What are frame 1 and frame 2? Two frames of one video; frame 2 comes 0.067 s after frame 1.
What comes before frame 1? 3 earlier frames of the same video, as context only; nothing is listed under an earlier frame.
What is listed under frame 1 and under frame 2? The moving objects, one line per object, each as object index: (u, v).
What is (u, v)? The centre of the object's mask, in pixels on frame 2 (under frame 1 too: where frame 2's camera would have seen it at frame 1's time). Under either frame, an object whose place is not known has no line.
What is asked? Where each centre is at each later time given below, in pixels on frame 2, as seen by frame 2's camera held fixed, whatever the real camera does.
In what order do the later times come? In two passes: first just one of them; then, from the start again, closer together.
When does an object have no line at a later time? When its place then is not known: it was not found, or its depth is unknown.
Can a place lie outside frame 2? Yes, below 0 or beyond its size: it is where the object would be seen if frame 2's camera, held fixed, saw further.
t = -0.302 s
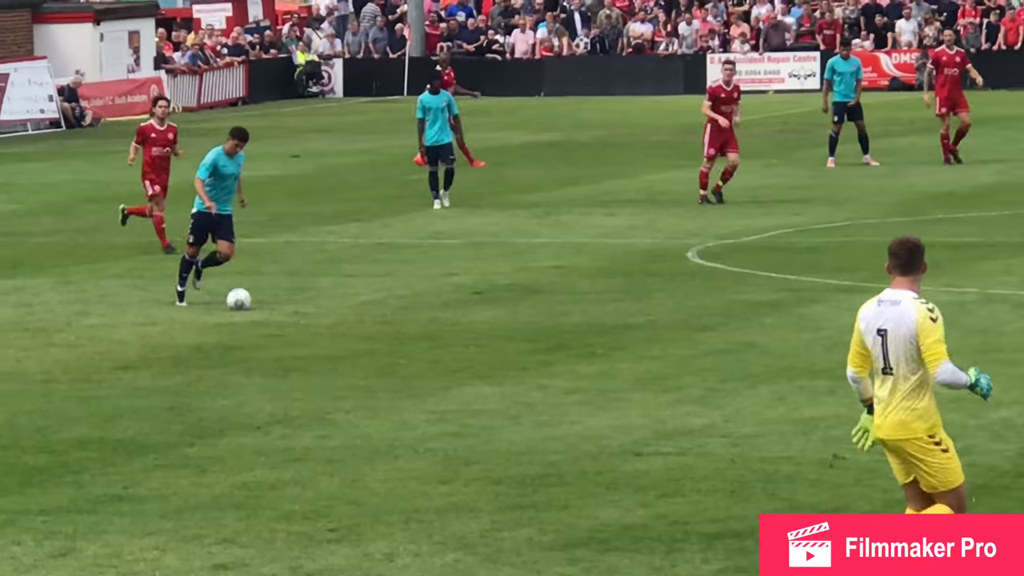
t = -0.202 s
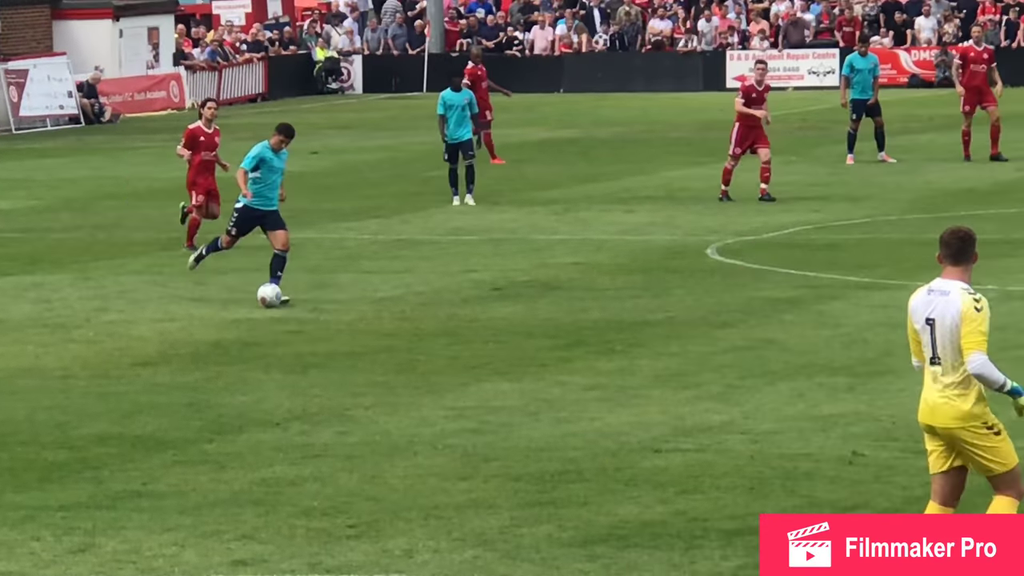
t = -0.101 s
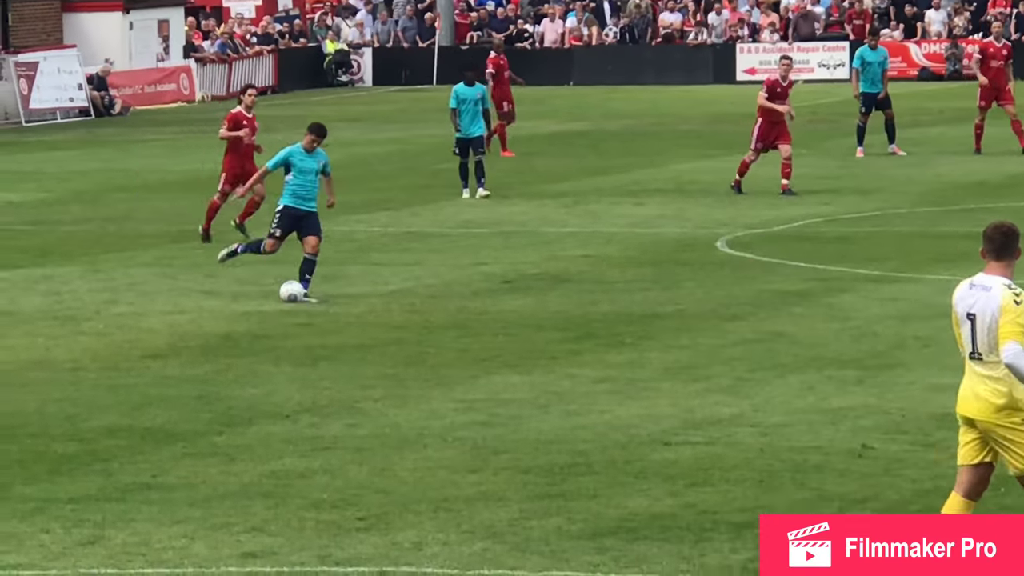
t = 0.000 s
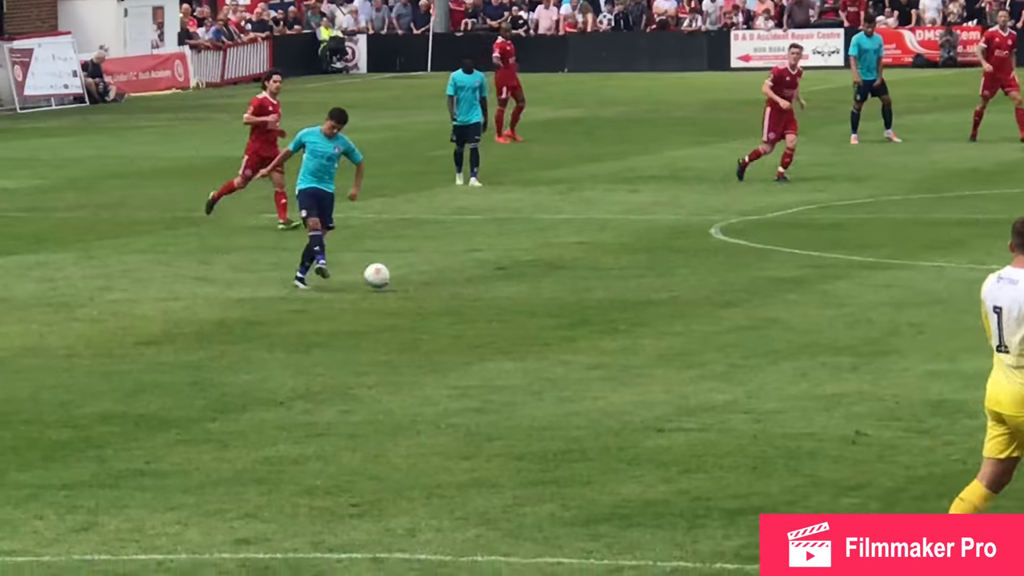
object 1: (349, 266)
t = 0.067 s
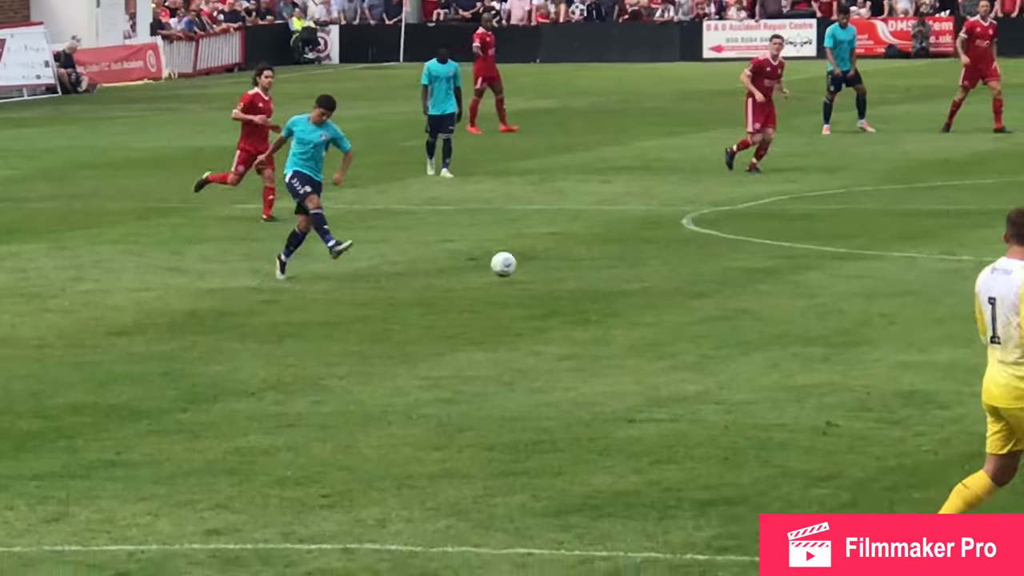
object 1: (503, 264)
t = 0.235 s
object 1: (899, 275)
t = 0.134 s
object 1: (662, 269)
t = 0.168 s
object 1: (743, 274)
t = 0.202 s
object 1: (822, 276)
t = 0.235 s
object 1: (899, 275)
